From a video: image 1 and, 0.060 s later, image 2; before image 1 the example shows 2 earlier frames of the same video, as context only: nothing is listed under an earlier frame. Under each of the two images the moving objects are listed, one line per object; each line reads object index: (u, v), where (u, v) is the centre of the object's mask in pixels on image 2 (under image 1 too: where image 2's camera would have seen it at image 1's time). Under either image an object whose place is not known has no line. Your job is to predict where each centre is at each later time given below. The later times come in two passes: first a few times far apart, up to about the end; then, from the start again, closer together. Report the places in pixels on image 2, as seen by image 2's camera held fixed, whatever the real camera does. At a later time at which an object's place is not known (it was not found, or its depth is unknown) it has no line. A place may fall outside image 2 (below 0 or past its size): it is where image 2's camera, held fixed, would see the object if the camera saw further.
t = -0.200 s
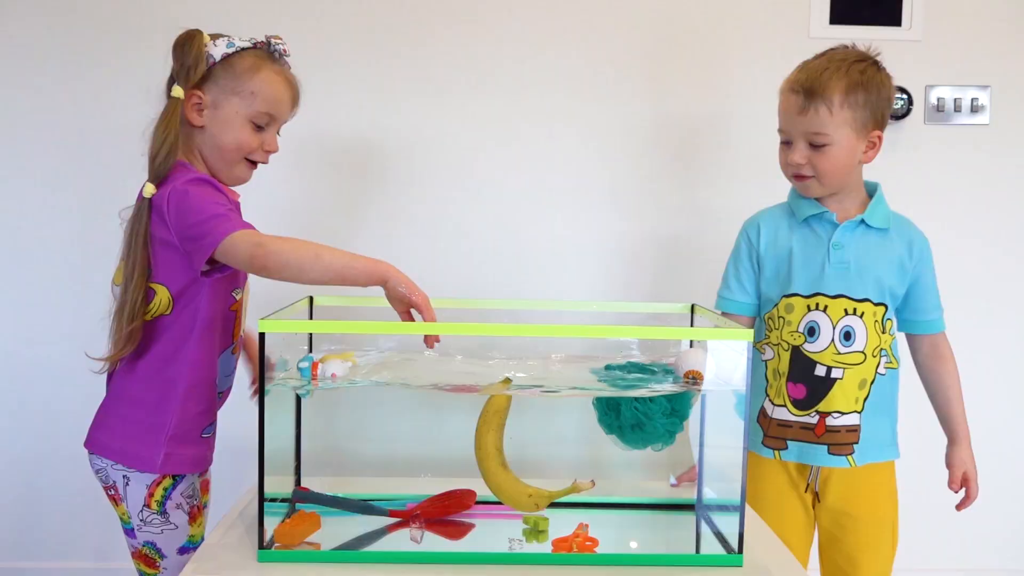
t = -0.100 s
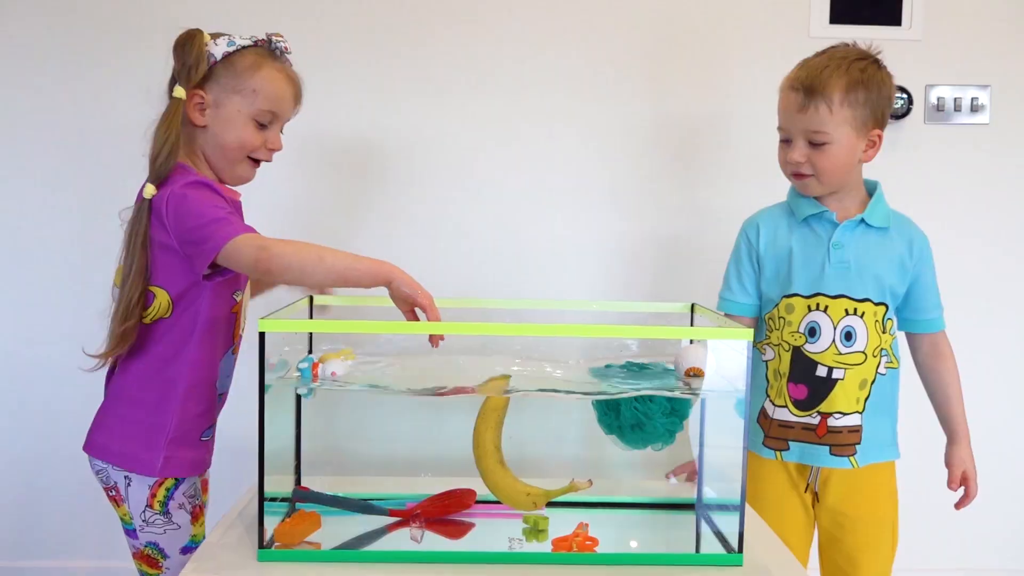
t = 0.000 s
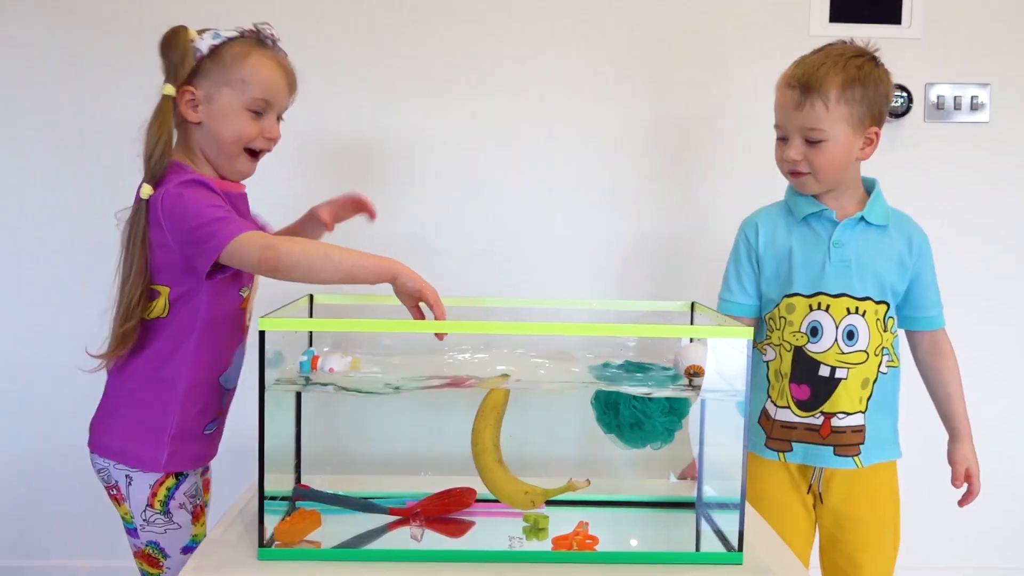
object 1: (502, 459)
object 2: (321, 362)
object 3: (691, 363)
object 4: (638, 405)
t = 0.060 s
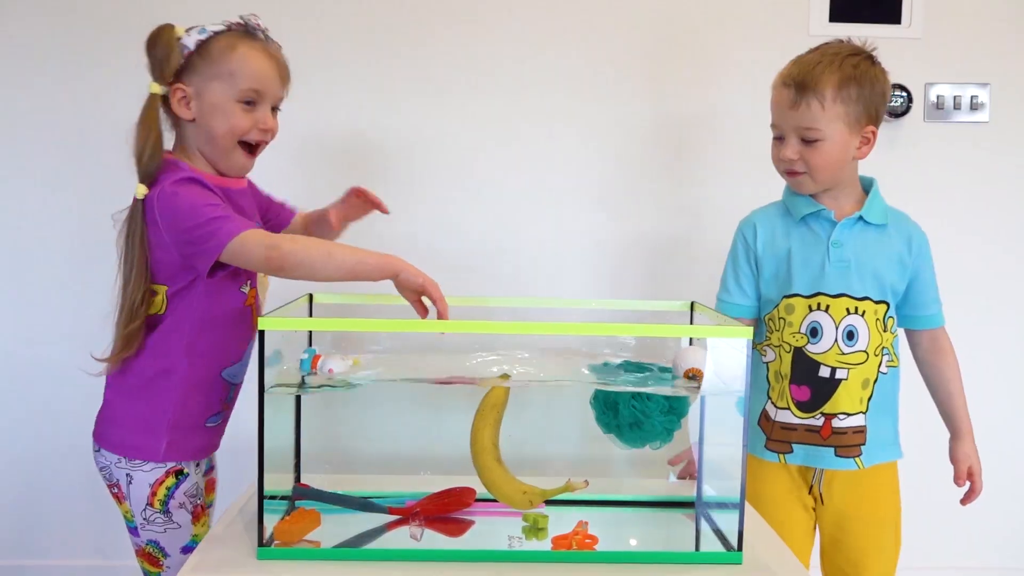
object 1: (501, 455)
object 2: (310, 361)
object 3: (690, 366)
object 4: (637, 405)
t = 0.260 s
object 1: (497, 454)
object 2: (311, 366)
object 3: (691, 364)
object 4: (640, 405)
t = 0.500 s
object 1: (494, 450)
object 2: (324, 363)
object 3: (691, 365)
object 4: (641, 405)
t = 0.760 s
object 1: (490, 443)
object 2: (327, 365)
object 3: (692, 364)
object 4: (641, 405)
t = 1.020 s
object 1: (487, 443)
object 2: (327, 362)
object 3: (692, 364)
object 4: (642, 404)
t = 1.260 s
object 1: (483, 442)
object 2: (329, 365)
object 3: (692, 364)
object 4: (642, 406)
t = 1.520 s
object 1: (479, 441)
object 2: (327, 367)
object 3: (693, 362)
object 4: (644, 405)
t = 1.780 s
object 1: (481, 424)
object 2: (329, 366)
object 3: (691, 364)
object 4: (643, 404)
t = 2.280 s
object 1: (476, 415)
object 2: (329, 366)
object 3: (689, 366)
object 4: (645, 405)
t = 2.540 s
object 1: (480, 411)
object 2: (329, 368)
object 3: (689, 367)
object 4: (645, 407)
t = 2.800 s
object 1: (478, 410)
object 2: (327, 369)
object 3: (689, 364)
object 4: (649, 406)
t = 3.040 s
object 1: (477, 407)
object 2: (327, 368)
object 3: (688, 367)
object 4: (646, 406)
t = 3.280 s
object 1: (475, 408)
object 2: (327, 370)
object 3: (689, 367)
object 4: (647, 406)
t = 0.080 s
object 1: (500, 455)
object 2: (310, 361)
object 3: (690, 366)
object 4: (637, 405)
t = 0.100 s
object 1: (500, 455)
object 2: (311, 361)
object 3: (690, 367)
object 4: (638, 405)
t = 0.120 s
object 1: (500, 455)
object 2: (311, 361)
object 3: (690, 367)
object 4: (638, 406)
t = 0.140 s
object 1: (499, 454)
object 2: (311, 362)
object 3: (690, 367)
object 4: (639, 406)
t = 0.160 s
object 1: (500, 458)
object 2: (311, 363)
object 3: (690, 366)
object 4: (639, 406)
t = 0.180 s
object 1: (499, 454)
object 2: (311, 364)
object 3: (690, 366)
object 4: (639, 406)
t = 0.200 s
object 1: (499, 455)
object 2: (311, 365)
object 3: (690, 366)
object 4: (640, 405)
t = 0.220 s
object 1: (498, 454)
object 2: (311, 365)
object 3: (690, 366)
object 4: (640, 405)
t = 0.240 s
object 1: (497, 453)
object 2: (310, 364)
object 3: (691, 365)
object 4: (640, 404)
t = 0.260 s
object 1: (497, 454)
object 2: (311, 366)
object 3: (691, 364)
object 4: (640, 405)
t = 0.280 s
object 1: (496, 453)
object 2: (310, 364)
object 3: (692, 363)
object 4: (641, 404)
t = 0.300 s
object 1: (496, 453)
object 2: (310, 363)
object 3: (692, 362)
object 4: (641, 404)
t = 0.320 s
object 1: (495, 452)
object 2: (310, 363)
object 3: (692, 361)
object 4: (642, 404)
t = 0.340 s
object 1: (495, 452)
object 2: (322, 362)
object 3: (692, 360)
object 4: (642, 404)
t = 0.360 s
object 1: (495, 453)
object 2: (310, 361)
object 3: (692, 358)
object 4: (642, 405)
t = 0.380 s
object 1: (495, 451)
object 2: (323, 361)
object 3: (692, 359)
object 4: (643, 405)
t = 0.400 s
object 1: (494, 451)
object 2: (323, 361)
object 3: (692, 359)
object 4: (643, 405)
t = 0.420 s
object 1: (494, 451)
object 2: (311, 358)
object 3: (692, 360)
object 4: (643, 405)
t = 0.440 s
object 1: (494, 451)
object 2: (323, 361)
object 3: (692, 362)
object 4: (643, 405)
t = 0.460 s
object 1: (494, 451)
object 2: (324, 362)
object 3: (692, 362)
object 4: (642, 405)
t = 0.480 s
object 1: (494, 450)
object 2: (324, 362)
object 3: (691, 364)
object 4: (641, 405)
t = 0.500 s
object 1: (494, 450)
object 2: (324, 363)
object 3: (691, 365)
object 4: (641, 405)
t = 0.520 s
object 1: (494, 449)
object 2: (325, 364)
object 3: (691, 366)
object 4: (640, 405)
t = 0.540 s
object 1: (494, 449)
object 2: (324, 365)
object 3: (690, 366)
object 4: (639, 405)
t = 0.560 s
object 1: (494, 455)
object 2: (325, 366)
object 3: (690, 366)
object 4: (639, 405)
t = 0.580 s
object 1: (494, 455)
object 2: (325, 366)
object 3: (690, 366)
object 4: (638, 405)
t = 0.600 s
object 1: (494, 454)
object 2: (325, 367)
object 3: (690, 367)
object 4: (638, 406)
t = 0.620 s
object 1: (494, 454)
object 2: (325, 367)
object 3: (690, 367)
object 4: (638, 406)
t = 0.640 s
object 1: (492, 447)
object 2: (327, 368)
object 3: (690, 367)
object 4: (638, 406)
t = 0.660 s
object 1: (492, 446)
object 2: (328, 367)
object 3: (690, 366)
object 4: (639, 406)
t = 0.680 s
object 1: (492, 447)
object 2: (329, 367)
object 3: (690, 366)
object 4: (639, 406)
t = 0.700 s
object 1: (491, 446)
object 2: (328, 366)
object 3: (691, 366)
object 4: (639, 406)
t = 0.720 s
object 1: (491, 445)
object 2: (328, 366)
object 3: (691, 366)
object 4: (640, 405)
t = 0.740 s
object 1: (491, 444)
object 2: (327, 365)
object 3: (691, 365)
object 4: (641, 406)
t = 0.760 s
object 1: (490, 443)
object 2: (327, 365)
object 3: (692, 364)
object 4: (641, 405)
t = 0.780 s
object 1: (490, 443)
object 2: (326, 364)
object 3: (692, 364)
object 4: (642, 405)
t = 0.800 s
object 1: (490, 443)
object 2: (326, 363)
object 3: (692, 362)
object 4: (642, 405)
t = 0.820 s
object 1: (489, 444)
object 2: (326, 363)
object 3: (692, 361)
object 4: (643, 406)
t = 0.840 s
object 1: (489, 444)
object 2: (326, 363)
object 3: (692, 360)
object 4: (643, 405)
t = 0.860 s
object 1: (489, 444)
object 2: (326, 362)
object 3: (692, 361)
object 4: (643, 406)
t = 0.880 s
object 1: (489, 452)
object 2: (326, 361)
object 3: (692, 360)
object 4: (643, 406)
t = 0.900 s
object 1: (488, 452)
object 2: (326, 361)
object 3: (692, 358)
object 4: (643, 406)
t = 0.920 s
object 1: (488, 451)
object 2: (326, 361)
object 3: (692, 360)
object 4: (643, 405)
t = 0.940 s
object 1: (487, 451)
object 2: (327, 361)
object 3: (692, 361)
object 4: (643, 405)
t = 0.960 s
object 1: (487, 451)
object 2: (327, 361)
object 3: (692, 362)
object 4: (643, 405)
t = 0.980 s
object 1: (486, 451)
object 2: (327, 361)
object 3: (692, 362)
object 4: (643, 404)
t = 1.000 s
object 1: (487, 444)
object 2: (327, 362)
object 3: (692, 363)
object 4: (642, 404)
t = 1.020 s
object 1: (487, 443)
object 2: (327, 362)
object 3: (692, 364)
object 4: (642, 404)
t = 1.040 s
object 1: (485, 451)
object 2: (327, 362)
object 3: (692, 364)
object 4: (642, 404)
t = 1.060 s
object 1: (486, 443)
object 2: (327, 363)
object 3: (691, 365)
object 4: (642, 404)
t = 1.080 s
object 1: (485, 442)
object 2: (327, 364)
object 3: (691, 365)
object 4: (641, 404)
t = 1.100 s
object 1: (485, 441)
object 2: (328, 364)
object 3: (691, 365)
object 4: (641, 405)
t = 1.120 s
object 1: (485, 441)
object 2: (326, 365)
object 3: (691, 365)
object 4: (641, 405)
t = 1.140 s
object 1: (485, 440)
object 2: (326, 366)
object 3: (691, 365)
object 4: (641, 405)
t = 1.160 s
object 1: (485, 439)
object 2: (326, 366)
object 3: (691, 365)
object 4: (641, 405)
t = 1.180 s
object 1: (484, 447)
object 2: (327, 366)
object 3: (692, 365)
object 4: (641, 405)
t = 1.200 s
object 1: (483, 446)
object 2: (327, 366)
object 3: (692, 365)
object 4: (641, 405)
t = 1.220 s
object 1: (483, 444)
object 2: (328, 366)
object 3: (692, 365)
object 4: (641, 405)
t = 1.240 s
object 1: (483, 443)
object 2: (328, 365)
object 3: (692, 364)
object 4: (642, 405)
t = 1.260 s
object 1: (483, 442)
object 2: (329, 365)
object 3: (692, 364)
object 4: (642, 406)
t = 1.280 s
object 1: (482, 441)
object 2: (329, 364)
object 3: (692, 365)
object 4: (642, 406)
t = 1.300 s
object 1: (482, 441)
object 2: (329, 363)
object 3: (692, 365)
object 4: (642, 406)
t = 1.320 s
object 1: (482, 440)
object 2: (330, 363)
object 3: (692, 364)
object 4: (642, 406)
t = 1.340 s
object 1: (482, 439)
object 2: (330, 363)
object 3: (692, 364)
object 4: (642, 406)
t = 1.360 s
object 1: (482, 440)
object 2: (330, 363)
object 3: (692, 364)
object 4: (642, 406)
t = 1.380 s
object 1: (482, 439)
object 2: (329, 364)
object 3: (692, 364)
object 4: (643, 407)
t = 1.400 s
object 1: (481, 440)
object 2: (329, 364)
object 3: (692, 364)
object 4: (642, 406)
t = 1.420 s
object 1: (480, 440)
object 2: (329, 365)
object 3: (693, 364)
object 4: (642, 405)
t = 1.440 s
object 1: (480, 440)
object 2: (328, 365)
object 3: (693, 364)
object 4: (643, 405)
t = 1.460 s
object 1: (480, 441)
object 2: (328, 366)
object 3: (693, 363)
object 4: (643, 405)
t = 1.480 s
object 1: (479, 441)
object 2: (328, 367)
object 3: (693, 363)
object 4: (643, 405)
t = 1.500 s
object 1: (479, 441)
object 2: (328, 367)
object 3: (693, 363)
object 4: (643, 405)
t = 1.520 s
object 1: (479, 441)
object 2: (327, 367)
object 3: (693, 362)
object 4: (644, 405)
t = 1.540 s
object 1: (478, 441)
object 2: (327, 367)
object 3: (693, 362)
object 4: (644, 405)
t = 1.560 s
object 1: (482, 431)
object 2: (327, 366)
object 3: (693, 361)
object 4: (644, 405)
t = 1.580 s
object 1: (482, 431)
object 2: (327, 366)
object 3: (693, 361)
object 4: (645, 405)
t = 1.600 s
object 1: (481, 430)
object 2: (327, 365)
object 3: (693, 362)
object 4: (645, 404)
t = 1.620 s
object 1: (478, 439)
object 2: (327, 364)
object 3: (693, 361)
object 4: (645, 404)
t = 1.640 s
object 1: (481, 430)
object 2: (328, 363)
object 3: (693, 361)
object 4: (645, 404)
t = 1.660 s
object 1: (478, 437)
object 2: (328, 362)
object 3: (693, 361)
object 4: (645, 404)
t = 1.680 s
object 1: (478, 436)
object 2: (328, 362)
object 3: (692, 362)
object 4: (645, 404)
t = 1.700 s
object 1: (478, 435)
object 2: (328, 362)
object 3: (692, 362)
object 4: (644, 404)
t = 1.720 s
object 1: (478, 433)
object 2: (328, 364)
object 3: (692, 363)
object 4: (644, 404)
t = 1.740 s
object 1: (481, 426)
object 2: (329, 364)
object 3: (691, 363)
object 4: (644, 404)
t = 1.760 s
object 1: (481, 425)
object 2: (329, 365)
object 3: (691, 364)
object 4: (644, 404)
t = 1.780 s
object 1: (481, 424)
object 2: (329, 366)
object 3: (691, 364)
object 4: (643, 404)
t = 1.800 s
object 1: (481, 423)
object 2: (331, 366)
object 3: (691, 365)
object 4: (643, 404)
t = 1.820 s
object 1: (480, 422)
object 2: (332, 367)
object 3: (691, 365)
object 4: (643, 405)
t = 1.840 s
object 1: (479, 422)
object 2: (333, 369)
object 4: (643, 405)
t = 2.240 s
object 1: (476, 416)
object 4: (645, 406)
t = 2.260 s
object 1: (476, 415)
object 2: (328, 365)
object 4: (645, 405)
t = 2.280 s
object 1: (476, 415)
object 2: (329, 366)
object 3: (689, 366)
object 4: (645, 405)
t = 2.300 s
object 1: (476, 415)
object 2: (329, 367)
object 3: (689, 366)
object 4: (645, 405)
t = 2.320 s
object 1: (476, 415)
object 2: (329, 369)
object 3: (689, 366)
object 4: (645, 405)
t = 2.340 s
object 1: (477, 414)
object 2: (330, 370)
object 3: (689, 367)
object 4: (645, 405)
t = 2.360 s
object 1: (476, 414)
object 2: (330, 369)
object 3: (689, 366)
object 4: (645, 405)
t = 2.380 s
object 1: (477, 413)
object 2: (330, 369)
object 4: (645, 405)
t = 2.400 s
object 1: (478, 413)
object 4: (645, 405)
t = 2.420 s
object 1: (478, 412)
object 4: (645, 406)
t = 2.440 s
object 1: (479, 412)
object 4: (645, 406)
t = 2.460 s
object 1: (480, 411)
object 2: (330, 370)
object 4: (645, 406)
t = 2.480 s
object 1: (480, 411)
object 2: (330, 370)
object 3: (689, 367)
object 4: (645, 406)
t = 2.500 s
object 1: (480, 411)
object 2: (330, 369)
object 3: (689, 367)
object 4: (645, 406)
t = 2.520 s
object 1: (480, 411)
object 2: (330, 368)
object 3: (688, 368)
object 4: (645, 407)
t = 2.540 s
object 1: (480, 411)
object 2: (329, 368)
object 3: (689, 367)
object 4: (645, 407)
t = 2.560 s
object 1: (481, 410)
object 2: (329, 367)
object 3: (689, 367)
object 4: (645, 407)
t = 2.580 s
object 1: (481, 410)
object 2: (328, 367)
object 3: (689, 367)
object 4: (645, 407)
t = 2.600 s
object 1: (480, 410)
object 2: (328, 367)
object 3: (688, 367)
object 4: (644, 406)
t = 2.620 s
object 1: (480, 410)
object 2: (327, 367)
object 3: (688, 366)
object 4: (645, 406)
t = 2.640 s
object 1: (480, 410)
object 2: (327, 368)
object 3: (688, 365)
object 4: (645, 406)
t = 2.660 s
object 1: (480, 410)
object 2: (327, 368)
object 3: (688, 365)
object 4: (645, 406)
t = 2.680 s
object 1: (479, 410)
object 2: (327, 369)
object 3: (688, 365)
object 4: (645, 406)
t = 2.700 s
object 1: (479, 410)
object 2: (326, 369)
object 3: (688, 365)
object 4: (646, 406)
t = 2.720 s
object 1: (478, 411)
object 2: (326, 369)
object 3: (688, 365)
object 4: (646, 406)
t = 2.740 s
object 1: (479, 410)
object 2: (327, 369)
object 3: (688, 365)
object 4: (647, 406)
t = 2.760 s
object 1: (479, 410)
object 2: (326, 369)
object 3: (689, 365)
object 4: (647, 406)
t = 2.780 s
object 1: (479, 410)
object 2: (327, 369)
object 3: (689, 365)
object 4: (647, 406)
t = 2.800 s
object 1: (478, 410)
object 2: (327, 369)
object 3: (689, 364)
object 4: (649, 406)
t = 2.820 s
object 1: (477, 410)
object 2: (327, 369)
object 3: (689, 366)
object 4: (649, 405)
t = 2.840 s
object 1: (478, 410)
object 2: (326, 369)
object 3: (689, 366)
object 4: (649, 405)
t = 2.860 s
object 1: (477, 410)
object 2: (327, 368)
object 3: (689, 366)
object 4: (649, 405)
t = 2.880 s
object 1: (477, 410)
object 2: (327, 368)
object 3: (689, 365)
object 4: (648, 404)
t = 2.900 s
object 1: (477, 410)
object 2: (327, 368)
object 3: (689, 366)
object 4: (647, 404)
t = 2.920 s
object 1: (476, 409)
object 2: (327, 367)
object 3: (690, 366)
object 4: (648, 404)
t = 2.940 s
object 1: (476, 409)
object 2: (327, 367)
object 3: (690, 365)
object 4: (648, 405)
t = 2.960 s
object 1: (477, 408)
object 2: (327, 366)
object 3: (690, 365)
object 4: (648, 405)
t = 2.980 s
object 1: (476, 408)
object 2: (327, 366)
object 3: (689, 365)
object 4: (648, 405)
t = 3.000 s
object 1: (476, 408)
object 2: (327, 366)
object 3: (689, 366)
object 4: (647, 406)
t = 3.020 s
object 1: (476, 408)
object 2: (327, 367)
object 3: (689, 367)
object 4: (647, 407)
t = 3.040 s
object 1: (477, 407)
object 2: (327, 368)
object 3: (688, 367)
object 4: (646, 406)
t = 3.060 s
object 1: (476, 407)
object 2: (326, 368)
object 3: (688, 368)
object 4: (646, 406)
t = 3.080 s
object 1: (476, 407)
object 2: (326, 369)
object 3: (688, 368)
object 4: (646, 406)
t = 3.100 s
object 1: (477, 407)
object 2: (327, 370)
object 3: (688, 369)
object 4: (646, 407)
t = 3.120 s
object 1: (477, 407)
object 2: (326, 370)
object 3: (688, 369)
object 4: (645, 407)
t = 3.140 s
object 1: (476, 407)
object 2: (326, 371)
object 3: (688, 369)
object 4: (646, 407)
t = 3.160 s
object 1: (476, 407)
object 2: (326, 371)
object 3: (688, 369)
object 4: (646, 407)
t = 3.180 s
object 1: (476, 407)
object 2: (327, 371)
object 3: (688, 368)
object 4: (646, 407)
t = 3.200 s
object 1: (477, 407)
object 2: (327, 371)
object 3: (688, 368)
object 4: (646, 407)
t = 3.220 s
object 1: (476, 407)
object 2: (330, 367)
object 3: (688, 368)
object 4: (646, 407)
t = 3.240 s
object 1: (476, 407)
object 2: (327, 371)
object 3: (689, 367)
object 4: (647, 407)
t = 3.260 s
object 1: (476, 407)
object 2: (327, 370)
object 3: (689, 367)
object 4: (646, 406)
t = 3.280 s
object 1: (475, 408)
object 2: (327, 370)
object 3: (689, 367)
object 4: (647, 406)
